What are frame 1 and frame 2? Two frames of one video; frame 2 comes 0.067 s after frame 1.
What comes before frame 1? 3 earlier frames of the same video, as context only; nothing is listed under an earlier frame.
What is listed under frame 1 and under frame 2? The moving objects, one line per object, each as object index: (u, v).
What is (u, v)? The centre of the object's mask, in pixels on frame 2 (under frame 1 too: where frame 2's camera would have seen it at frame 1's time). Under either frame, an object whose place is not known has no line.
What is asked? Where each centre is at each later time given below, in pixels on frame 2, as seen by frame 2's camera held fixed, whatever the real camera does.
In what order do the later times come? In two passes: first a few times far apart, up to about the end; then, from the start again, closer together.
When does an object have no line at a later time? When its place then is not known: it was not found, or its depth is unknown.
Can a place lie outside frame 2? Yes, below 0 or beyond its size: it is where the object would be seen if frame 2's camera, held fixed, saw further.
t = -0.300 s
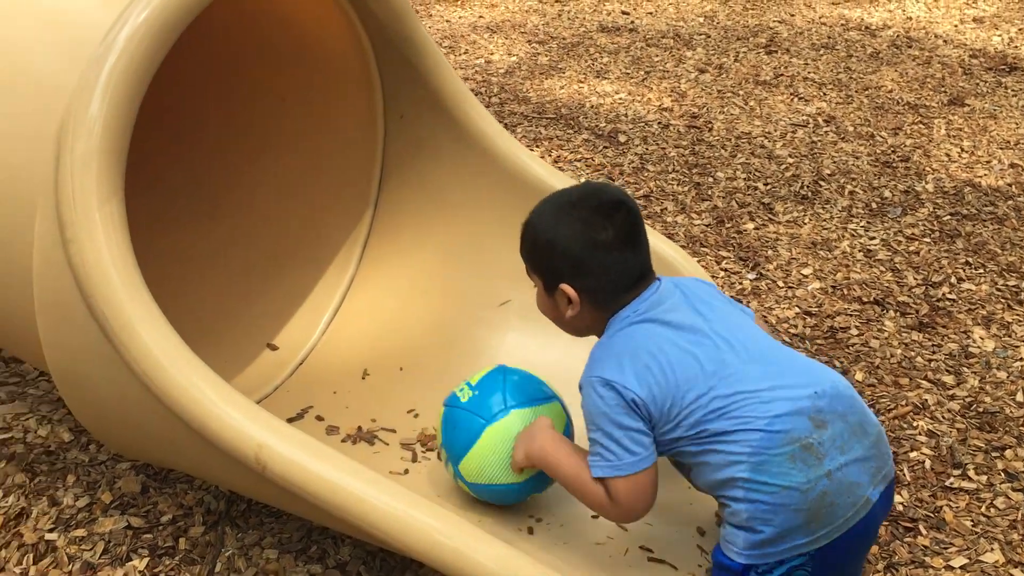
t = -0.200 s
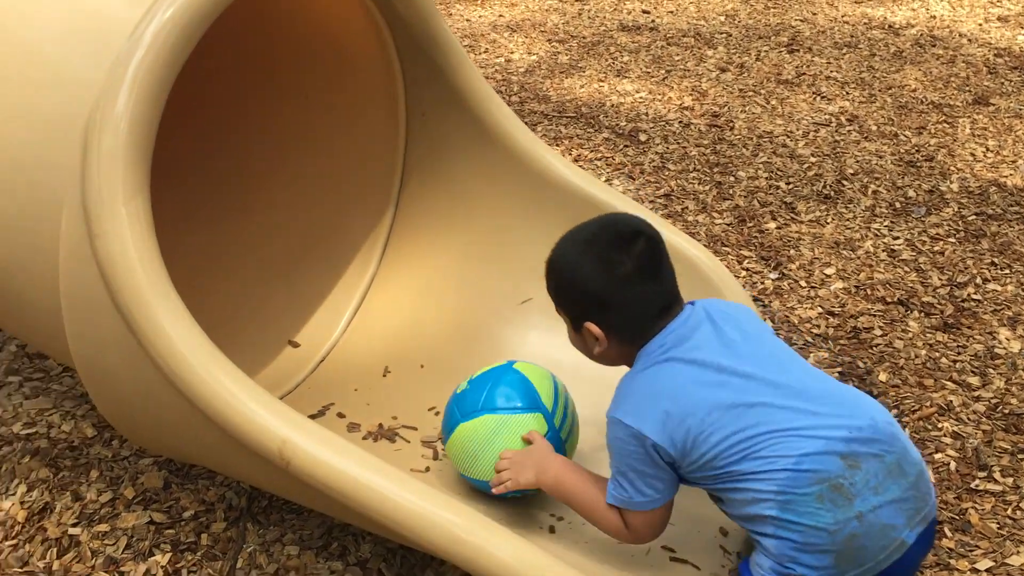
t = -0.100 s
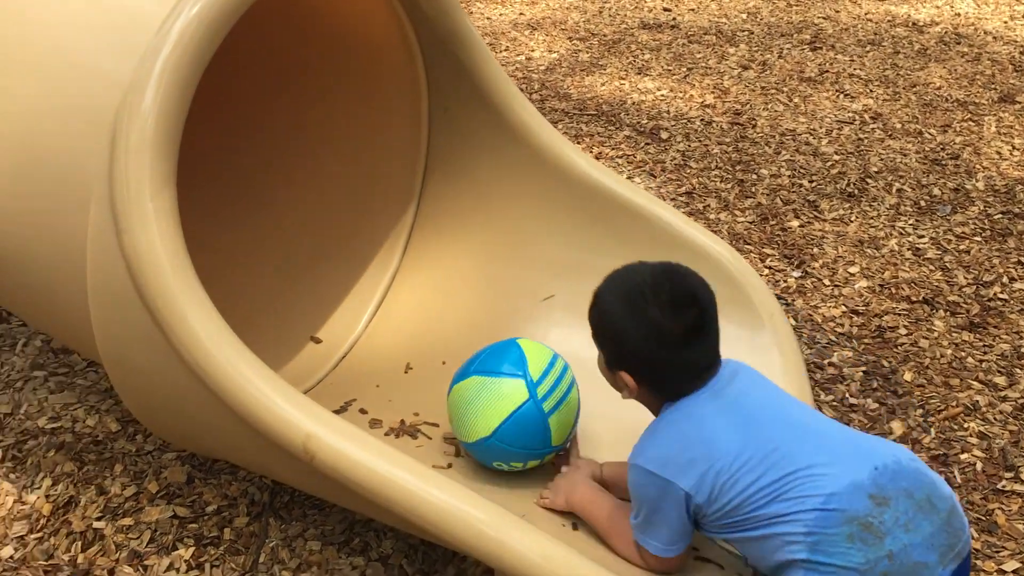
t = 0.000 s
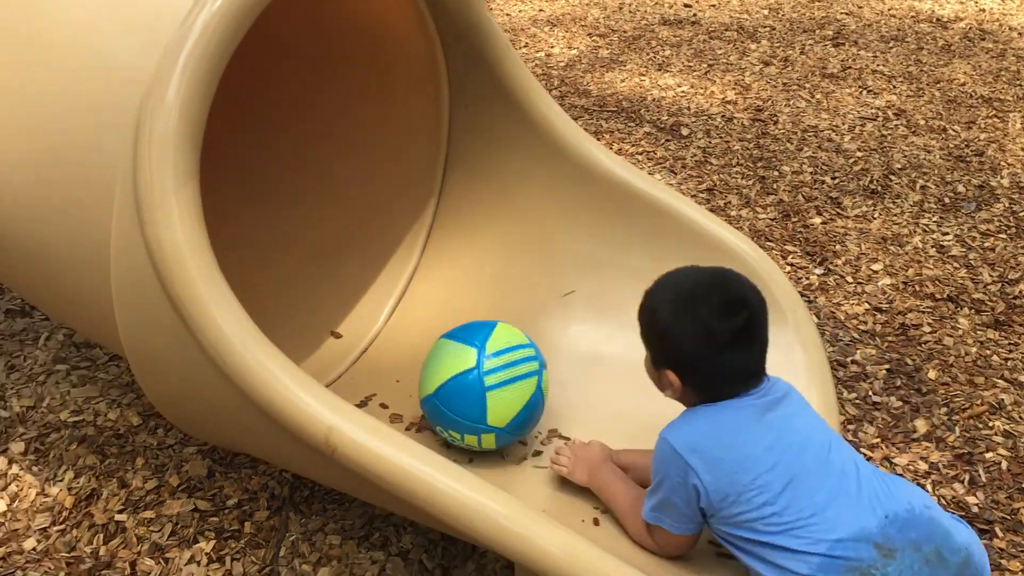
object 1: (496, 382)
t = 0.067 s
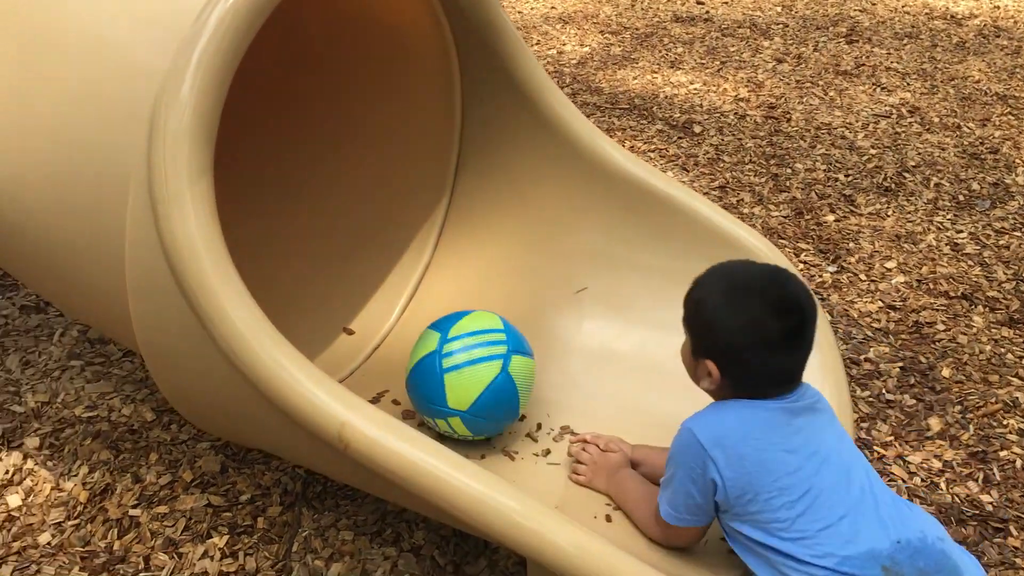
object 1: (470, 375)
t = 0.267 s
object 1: (417, 360)
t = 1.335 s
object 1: (298, 298)
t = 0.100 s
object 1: (460, 373)
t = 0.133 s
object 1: (449, 370)
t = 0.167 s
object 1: (440, 367)
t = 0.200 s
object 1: (432, 366)
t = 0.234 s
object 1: (425, 363)
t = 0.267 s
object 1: (417, 360)
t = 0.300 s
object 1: (410, 357)
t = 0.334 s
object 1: (404, 354)
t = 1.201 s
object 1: (307, 298)
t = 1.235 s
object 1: (304, 298)
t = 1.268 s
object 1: (302, 298)
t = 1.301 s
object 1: (300, 298)
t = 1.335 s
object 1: (298, 298)
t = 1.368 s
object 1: (297, 299)
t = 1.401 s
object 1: (296, 299)
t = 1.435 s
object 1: (295, 299)
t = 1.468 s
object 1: (295, 300)
